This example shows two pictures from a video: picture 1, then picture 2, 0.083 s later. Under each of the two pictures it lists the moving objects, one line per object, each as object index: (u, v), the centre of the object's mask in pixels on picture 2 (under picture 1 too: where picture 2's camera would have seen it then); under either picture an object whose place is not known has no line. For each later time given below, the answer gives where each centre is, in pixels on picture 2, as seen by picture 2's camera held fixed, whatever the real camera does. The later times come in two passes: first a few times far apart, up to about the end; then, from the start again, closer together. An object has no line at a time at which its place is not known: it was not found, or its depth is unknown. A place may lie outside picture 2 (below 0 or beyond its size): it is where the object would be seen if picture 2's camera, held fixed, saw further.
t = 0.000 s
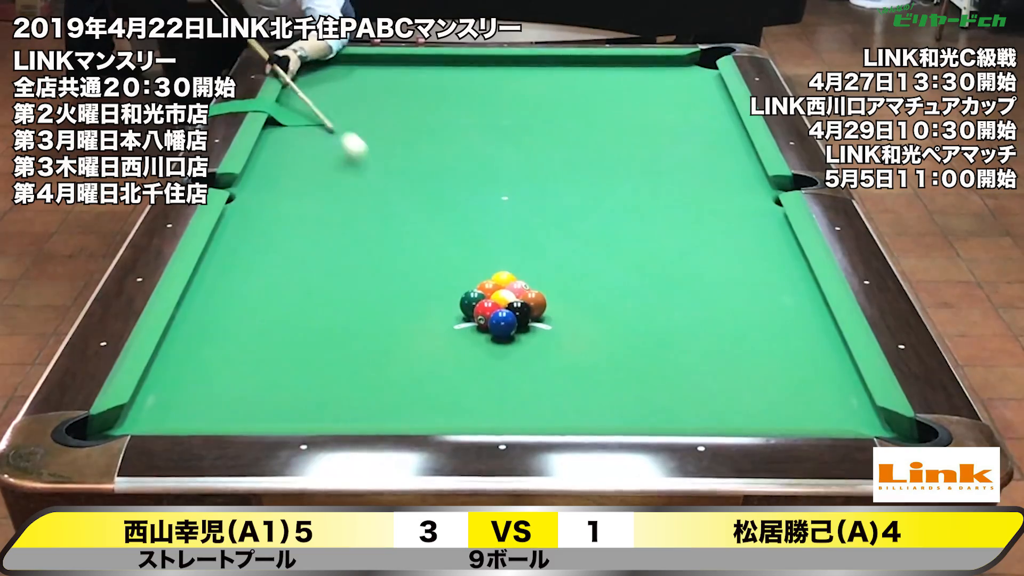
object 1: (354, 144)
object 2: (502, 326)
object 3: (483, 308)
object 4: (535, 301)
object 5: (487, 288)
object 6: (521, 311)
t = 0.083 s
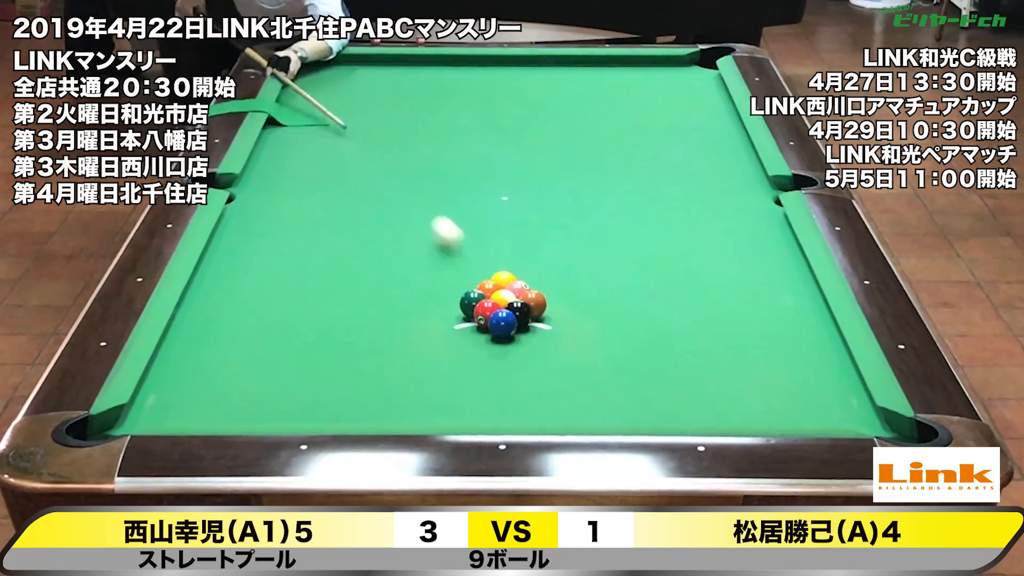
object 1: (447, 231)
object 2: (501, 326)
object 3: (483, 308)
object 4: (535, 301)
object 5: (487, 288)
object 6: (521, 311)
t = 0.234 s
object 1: (455, 272)
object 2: (436, 389)
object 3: (445, 342)
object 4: (817, 374)
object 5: (478, 293)
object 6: (527, 329)
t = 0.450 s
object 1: (395, 265)
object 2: (354, 400)
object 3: (388, 366)
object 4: (595, 412)
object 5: (461, 290)
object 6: (543, 354)
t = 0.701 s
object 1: (329, 258)
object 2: (243, 416)
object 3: (364, 333)
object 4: (347, 373)
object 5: (443, 288)
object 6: (562, 384)
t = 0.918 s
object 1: (275, 252)
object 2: (172, 413)
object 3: (342, 313)
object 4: (184, 341)
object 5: (430, 286)
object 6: (580, 411)
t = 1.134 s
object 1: (222, 246)
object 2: (147, 414)
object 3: (339, 290)
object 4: (297, 301)
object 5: (417, 285)
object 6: (592, 410)
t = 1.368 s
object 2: (170, 416)
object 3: (407, 253)
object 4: (314, 281)
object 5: (406, 284)
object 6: (601, 393)
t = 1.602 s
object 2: (184, 414)
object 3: (462, 221)
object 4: (334, 261)
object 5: (396, 283)
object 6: (608, 377)
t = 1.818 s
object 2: (194, 411)
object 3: (442, 206)
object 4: (351, 246)
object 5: (388, 283)
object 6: (615, 362)
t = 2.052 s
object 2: (205, 409)
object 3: (416, 193)
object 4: (368, 230)
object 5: (382, 282)
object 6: (621, 349)
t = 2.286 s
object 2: (213, 407)
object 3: (392, 181)
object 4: (383, 216)
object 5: (378, 282)
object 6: (626, 336)
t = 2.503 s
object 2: (219, 405)
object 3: (370, 167)
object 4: (396, 204)
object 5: (375, 283)
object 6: (631, 325)
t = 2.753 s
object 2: (224, 402)
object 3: (350, 160)
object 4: (411, 191)
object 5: (374, 284)
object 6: (635, 315)
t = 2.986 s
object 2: (228, 401)
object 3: (332, 150)
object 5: (374, 284)
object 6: (638, 306)
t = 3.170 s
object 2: (229, 400)
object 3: (319, 143)
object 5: (375, 283)
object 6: (640, 299)
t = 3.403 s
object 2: (229, 400)
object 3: (303, 135)
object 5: (375, 283)
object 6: (643, 292)
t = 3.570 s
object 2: (229, 400)
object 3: (293, 130)
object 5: (375, 283)
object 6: (645, 288)
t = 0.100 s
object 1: (469, 253)
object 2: (501, 326)
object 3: (483, 308)
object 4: (535, 301)
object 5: (487, 288)
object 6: (521, 311)
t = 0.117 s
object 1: (487, 269)
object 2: (501, 327)
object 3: (483, 308)
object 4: (536, 301)
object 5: (487, 288)
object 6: (521, 311)
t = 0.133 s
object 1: (485, 272)
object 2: (492, 336)
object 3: (477, 313)
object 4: (572, 314)
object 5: (484, 290)
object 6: (519, 317)
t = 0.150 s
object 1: (479, 272)
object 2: (483, 343)
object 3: (471, 317)
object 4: (612, 323)
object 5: (483, 293)
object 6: (521, 319)
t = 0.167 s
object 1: (473, 273)
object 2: (474, 354)
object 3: (465, 323)
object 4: (650, 332)
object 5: (482, 293)
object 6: (521, 321)
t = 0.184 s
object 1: (468, 273)
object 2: (465, 363)
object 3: (461, 330)
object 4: (691, 343)
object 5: (481, 294)
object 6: (522, 322)
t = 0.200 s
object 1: (464, 273)
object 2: (455, 372)
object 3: (456, 334)
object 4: (733, 353)
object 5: (480, 293)
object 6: (524, 325)
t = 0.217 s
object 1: (460, 273)
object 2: (446, 381)
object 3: (450, 338)
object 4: (774, 363)
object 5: (479, 293)
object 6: (526, 327)
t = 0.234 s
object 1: (455, 272)
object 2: (436, 389)
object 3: (445, 342)
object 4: (817, 374)
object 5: (478, 293)
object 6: (527, 329)
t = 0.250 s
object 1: (450, 271)
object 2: (426, 400)
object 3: (439, 345)
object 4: (852, 385)
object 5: (477, 293)
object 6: (528, 331)
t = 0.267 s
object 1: (445, 271)
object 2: (417, 407)
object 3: (434, 349)
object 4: (833, 390)
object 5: (476, 293)
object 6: (529, 333)
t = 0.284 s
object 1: (441, 271)
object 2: (408, 413)
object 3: (428, 353)
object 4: (810, 395)
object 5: (474, 293)
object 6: (531, 335)
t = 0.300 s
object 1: (436, 270)
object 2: (399, 416)
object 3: (423, 356)
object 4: (786, 399)
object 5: (473, 292)
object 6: (532, 336)
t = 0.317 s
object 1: (432, 270)
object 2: (396, 413)
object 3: (418, 359)
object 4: (764, 404)
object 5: (472, 292)
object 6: (533, 338)
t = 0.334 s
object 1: (427, 269)
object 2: (392, 410)
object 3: (412, 363)
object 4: (741, 407)
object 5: (470, 292)
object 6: (534, 340)
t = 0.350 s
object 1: (422, 269)
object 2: (388, 406)
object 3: (407, 366)
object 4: (719, 411)
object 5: (469, 291)
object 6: (535, 343)
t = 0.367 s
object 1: (418, 268)
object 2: (385, 401)
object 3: (401, 369)
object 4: (696, 413)
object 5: (468, 291)
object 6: (536, 344)
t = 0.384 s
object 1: (413, 267)
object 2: (382, 395)
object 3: (397, 372)
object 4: (675, 415)
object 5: (467, 291)
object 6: (538, 346)
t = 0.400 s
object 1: (409, 267)
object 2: (379, 392)
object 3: (393, 373)
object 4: (653, 416)
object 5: (465, 291)
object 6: (539, 349)
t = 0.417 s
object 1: (404, 266)
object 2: (371, 394)
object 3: (391, 372)
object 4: (633, 415)
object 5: (464, 291)
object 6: (540, 351)
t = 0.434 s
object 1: (400, 266)
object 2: (362, 397)
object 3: (389, 369)
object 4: (614, 413)
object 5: (463, 291)
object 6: (541, 352)
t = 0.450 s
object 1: (395, 265)
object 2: (354, 400)
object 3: (388, 366)
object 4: (595, 412)
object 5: (461, 290)
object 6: (543, 354)
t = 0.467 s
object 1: (391, 265)
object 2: (346, 403)
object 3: (386, 362)
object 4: (577, 409)
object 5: (460, 290)
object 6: (544, 356)
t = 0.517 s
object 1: (377, 263)
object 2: (322, 408)
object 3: (383, 354)
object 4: (525, 403)
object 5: (456, 290)
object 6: (548, 362)
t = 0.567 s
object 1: (364, 262)
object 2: (300, 412)
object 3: (378, 347)
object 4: (475, 393)
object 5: (453, 289)
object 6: (552, 368)
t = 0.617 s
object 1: (351, 260)
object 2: (278, 413)
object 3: (373, 341)
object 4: (427, 386)
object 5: (449, 289)
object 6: (556, 374)
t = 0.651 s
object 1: (342, 259)
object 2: (264, 414)
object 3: (369, 338)
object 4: (394, 381)
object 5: (447, 288)
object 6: (558, 378)
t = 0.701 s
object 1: (329, 258)
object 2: (243, 416)
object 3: (364, 333)
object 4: (347, 373)
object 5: (443, 288)
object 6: (562, 384)
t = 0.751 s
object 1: (316, 256)
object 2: (226, 415)
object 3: (359, 328)
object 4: (302, 366)
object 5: (440, 287)
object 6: (566, 390)
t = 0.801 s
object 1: (304, 255)
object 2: (210, 414)
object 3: (354, 323)
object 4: (255, 359)
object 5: (437, 287)
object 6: (570, 397)
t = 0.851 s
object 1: (291, 254)
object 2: (193, 414)
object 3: (349, 319)
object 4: (211, 352)
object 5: (434, 287)
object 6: (574, 403)
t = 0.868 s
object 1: (287, 253)
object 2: (188, 413)
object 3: (347, 317)
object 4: (196, 350)
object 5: (433, 286)
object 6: (576, 405)
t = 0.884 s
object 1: (283, 253)
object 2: (183, 413)
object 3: (345, 315)
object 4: (181, 348)
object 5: (432, 286)
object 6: (577, 407)
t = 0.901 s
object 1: (279, 252)
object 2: (177, 413)
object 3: (344, 314)
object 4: (172, 345)
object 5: (431, 286)
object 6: (579, 408)
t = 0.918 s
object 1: (275, 252)
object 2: (172, 413)
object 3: (342, 313)
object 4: (184, 341)
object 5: (430, 286)
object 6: (580, 411)
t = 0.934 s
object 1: (270, 251)
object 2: (167, 413)
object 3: (341, 311)
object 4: (197, 338)
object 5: (429, 286)
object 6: (581, 411)
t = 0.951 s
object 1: (267, 251)
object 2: (161, 413)
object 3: (339, 310)
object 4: (208, 334)
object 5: (428, 286)
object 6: (583, 413)
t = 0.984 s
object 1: (258, 250)
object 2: (151, 412)
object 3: (336, 307)
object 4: (231, 327)
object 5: (425, 286)
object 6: (586, 415)
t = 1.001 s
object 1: (254, 249)
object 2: (145, 412)
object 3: (334, 305)
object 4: (242, 324)
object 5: (425, 286)
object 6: (587, 416)
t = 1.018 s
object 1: (250, 249)
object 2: (140, 413)
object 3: (333, 304)
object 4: (251, 319)
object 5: (424, 285)
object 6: (588, 417)
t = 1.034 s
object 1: (246, 248)
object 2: (136, 413)
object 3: (331, 302)
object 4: (261, 316)
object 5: (423, 285)
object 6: (588, 415)
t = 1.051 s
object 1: (242, 248)
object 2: (139, 413)
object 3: (330, 301)
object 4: (270, 313)
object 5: (422, 285)
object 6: (589, 415)
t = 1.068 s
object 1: (238, 247)
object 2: (140, 413)
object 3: (328, 300)
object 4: (280, 310)
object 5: (421, 285)
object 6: (590, 414)
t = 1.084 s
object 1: (234, 247)
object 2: (143, 414)
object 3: (327, 298)
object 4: (289, 306)
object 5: (420, 285)
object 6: (591, 413)
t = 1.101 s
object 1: (230, 247)
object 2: (144, 414)
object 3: (325, 297)
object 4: (297, 303)
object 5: (419, 285)
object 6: (591, 412)
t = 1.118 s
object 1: (226, 246)
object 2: (146, 414)
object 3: (332, 294)
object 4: (298, 302)
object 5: (418, 285)
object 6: (592, 411)
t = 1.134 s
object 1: (222, 246)
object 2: (147, 414)
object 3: (339, 290)
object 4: (297, 301)
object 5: (417, 285)
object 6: (592, 410)
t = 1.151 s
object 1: (219, 246)
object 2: (149, 415)
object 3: (346, 287)
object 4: (297, 300)
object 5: (416, 285)
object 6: (593, 410)
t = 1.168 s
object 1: (221, 244)
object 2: (151, 415)
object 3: (352, 284)
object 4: (297, 298)
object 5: (415, 285)
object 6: (594, 409)
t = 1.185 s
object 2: (152, 415)
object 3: (358, 281)
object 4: (298, 297)
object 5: (415, 285)
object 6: (594, 408)
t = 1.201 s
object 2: (154, 415)
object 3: (363, 278)
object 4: (299, 296)
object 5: (414, 285)
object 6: (595, 407)
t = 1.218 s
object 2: (156, 416)
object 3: (368, 275)
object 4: (300, 294)
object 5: (413, 284)
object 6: (596, 406)
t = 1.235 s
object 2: (157, 415)
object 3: (373, 272)
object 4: (302, 293)
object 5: (412, 284)
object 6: (597, 404)
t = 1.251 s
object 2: (159, 416)
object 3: (377, 270)
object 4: (303, 291)
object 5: (411, 284)
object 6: (597, 403)
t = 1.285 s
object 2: (162, 416)
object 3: (386, 265)
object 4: (307, 288)
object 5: (409, 284)
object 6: (598, 400)
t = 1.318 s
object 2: (166, 416)
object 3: (394, 260)
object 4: (309, 285)
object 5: (408, 284)
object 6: (599, 397)
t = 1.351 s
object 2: (169, 416)
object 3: (403, 255)
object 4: (313, 282)
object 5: (407, 284)
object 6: (600, 395)
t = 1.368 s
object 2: (170, 416)
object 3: (407, 253)
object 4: (314, 281)
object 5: (406, 284)
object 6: (601, 393)
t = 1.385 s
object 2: (171, 416)
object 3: (411, 250)
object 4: (316, 279)
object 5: (405, 284)
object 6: (601, 392)
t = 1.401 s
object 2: (172, 415)
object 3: (415, 248)
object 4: (317, 278)
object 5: (404, 283)
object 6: (602, 391)
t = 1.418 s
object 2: (173, 415)
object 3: (419, 246)
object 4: (319, 277)
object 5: (404, 283)
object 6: (603, 390)
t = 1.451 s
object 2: (175, 415)
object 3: (428, 241)
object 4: (321, 273)
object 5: (402, 284)
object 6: (604, 387)
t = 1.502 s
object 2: (178, 414)
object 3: (439, 234)
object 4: (326, 270)
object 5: (400, 284)
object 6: (605, 384)
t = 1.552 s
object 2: (181, 414)
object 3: (451, 227)
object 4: (330, 265)
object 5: (398, 283)
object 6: (607, 381)
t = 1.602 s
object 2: (184, 414)
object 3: (462, 221)
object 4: (334, 261)
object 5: (396, 283)
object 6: (608, 377)
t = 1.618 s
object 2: (184, 413)
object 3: (465, 219)
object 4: (335, 260)
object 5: (395, 283)
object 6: (609, 375)
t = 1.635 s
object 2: (185, 413)
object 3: (468, 217)
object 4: (337, 259)
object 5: (395, 283)
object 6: (609, 374)
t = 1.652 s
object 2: (186, 413)
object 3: (465, 215)
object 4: (338, 258)
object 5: (394, 283)
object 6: (610, 373)
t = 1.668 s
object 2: (187, 413)
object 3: (462, 215)
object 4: (339, 257)
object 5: (394, 283)
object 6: (610, 372)
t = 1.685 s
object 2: (188, 412)
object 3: (459, 214)
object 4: (341, 255)
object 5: (393, 283)
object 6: (611, 371)
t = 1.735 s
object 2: (190, 412)
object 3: (451, 211)
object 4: (344, 251)
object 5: (391, 283)
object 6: (612, 368)
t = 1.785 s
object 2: (193, 412)
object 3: (445, 208)
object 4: (348, 248)
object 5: (390, 283)
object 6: (614, 365)
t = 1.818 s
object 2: (194, 411)
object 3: (442, 206)
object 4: (351, 246)
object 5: (388, 283)
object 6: (615, 362)
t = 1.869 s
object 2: (197, 411)
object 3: (436, 203)
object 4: (355, 242)
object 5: (387, 284)
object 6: (616, 359)
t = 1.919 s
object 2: (199, 410)
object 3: (430, 199)
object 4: (358, 239)
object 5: (385, 284)
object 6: (617, 356)
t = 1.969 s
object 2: (201, 410)
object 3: (425, 198)
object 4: (362, 236)
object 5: (384, 283)
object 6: (618, 354)
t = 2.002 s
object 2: (203, 409)
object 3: (421, 196)
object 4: (364, 234)
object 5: (383, 283)
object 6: (619, 351)
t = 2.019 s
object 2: (203, 409)
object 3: (419, 195)
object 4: (365, 232)
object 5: (383, 283)
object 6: (620, 350)
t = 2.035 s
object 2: (204, 409)
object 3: (418, 194)
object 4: (367, 231)
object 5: (383, 283)
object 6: (620, 350)
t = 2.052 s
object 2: (205, 409)
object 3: (416, 193)
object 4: (368, 230)
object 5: (382, 282)
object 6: (621, 349)
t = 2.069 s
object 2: (205, 409)
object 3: (414, 193)
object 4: (369, 229)
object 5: (382, 283)
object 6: (621, 348)
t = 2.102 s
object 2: (207, 409)
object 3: (411, 191)
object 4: (371, 227)
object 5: (381, 282)
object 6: (622, 346)
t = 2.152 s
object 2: (208, 408)
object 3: (406, 188)
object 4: (375, 224)
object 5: (380, 282)
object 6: (623, 343)
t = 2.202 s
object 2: (210, 408)
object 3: (401, 185)
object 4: (378, 221)
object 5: (379, 282)
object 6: (624, 341)
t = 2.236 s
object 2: (211, 407)
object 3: (397, 184)
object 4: (380, 219)
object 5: (379, 282)
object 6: (625, 339)
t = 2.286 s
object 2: (213, 407)
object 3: (392, 181)
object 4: (383, 216)
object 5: (378, 282)
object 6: (626, 336)
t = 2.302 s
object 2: (213, 407)
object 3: (391, 180)
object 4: (384, 215)
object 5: (377, 282)
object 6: (626, 335)
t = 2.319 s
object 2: (214, 407)
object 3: (389, 180)
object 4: (385, 214)
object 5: (377, 282)
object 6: (627, 334)
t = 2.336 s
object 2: (214, 407)
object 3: (388, 179)
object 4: (386, 213)
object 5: (377, 282)
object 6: (627, 333)
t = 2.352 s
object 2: (215, 406)
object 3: (386, 178)
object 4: (387, 212)
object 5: (377, 282)
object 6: (627, 332)
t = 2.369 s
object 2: (215, 406)
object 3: (385, 176)
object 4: (388, 211)
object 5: (376, 282)
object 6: (628, 332)
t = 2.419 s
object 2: (217, 405)
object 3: (382, 171)
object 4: (392, 208)
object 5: (376, 282)
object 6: (629, 330)
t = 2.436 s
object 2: (217, 406)
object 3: (380, 169)
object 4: (393, 207)
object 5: (375, 283)
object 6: (629, 329)
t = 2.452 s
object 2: (218, 405)
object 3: (378, 168)
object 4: (394, 207)
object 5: (375, 282)
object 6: (629, 328)
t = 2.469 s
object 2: (218, 405)
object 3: (375, 167)
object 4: (395, 206)
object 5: (375, 283)
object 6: (630, 327)
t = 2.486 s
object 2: (218, 405)
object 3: (371, 166)
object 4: (396, 205)
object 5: (375, 283)
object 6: (630, 327)
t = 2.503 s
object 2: (219, 405)
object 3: (370, 167)
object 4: (396, 204)
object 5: (375, 283)
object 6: (631, 325)
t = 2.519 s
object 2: (219, 405)
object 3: (368, 168)
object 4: (398, 203)
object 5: (374, 283)
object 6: (631, 325)
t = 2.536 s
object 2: (220, 405)
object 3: (368, 167)
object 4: (399, 202)
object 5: (374, 283)
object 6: (631, 325)
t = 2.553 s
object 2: (220, 405)
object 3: (366, 169)
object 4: (400, 202)
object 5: (374, 284)
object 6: (631, 324)
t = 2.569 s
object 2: (220, 404)
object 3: (365, 167)
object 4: (401, 200)
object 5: (374, 283)
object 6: (632, 322)
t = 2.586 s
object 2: (221, 404)
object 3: (364, 167)
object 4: (402, 200)
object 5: (374, 283)
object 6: (632, 322)
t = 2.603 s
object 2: (222, 404)
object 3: (363, 167)
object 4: (403, 199)
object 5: (374, 284)
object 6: (632, 321)
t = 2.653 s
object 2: (222, 404)
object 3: (358, 165)
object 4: (405, 196)
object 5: (374, 284)
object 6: (633, 319)
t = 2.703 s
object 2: (223, 403)
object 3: (354, 162)
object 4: (409, 194)
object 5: (374, 284)
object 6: (634, 317)
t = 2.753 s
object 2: (224, 402)
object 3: (350, 160)
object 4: (411, 191)
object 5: (374, 284)
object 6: (635, 315)
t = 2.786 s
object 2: (225, 402)
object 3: (348, 159)
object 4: (413, 190)
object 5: (374, 284)
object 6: (635, 313)
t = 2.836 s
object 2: (226, 402)
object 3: (344, 156)
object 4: (416, 187)
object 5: (374, 284)
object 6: (636, 311)
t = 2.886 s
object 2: (226, 402)
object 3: (340, 155)
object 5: (374, 284)
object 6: (637, 310)
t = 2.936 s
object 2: (227, 401)
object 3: (336, 152)
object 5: (374, 284)
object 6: (637, 308)
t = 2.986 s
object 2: (228, 401)
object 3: (332, 150)
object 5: (374, 284)
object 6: (638, 306)
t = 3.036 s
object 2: (228, 401)
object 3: (328, 149)
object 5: (374, 283)
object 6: (639, 304)
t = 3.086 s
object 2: (228, 401)
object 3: (325, 147)
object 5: (375, 283)
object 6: (639, 302)
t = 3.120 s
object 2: (228, 400)
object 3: (322, 145)
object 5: (375, 283)
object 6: (640, 301)
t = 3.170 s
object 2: (229, 400)
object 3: (319, 143)
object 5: (375, 283)
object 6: (640, 299)
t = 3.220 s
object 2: (229, 400)
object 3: (315, 142)
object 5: (375, 283)
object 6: (641, 298)
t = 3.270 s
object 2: (229, 400)
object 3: (312, 140)
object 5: (375, 283)
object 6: (641, 296)
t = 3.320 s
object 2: (229, 400)
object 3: (309, 138)
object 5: (375, 283)
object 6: (642, 295)
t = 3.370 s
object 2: (229, 400)
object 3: (305, 136)
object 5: (375, 283)
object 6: (642, 293)
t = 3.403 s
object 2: (229, 400)
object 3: (303, 135)
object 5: (375, 283)
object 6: (643, 292)
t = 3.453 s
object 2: (229, 400)
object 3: (300, 133)
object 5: (375, 283)
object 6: (644, 291)
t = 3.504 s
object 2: (229, 400)
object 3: (297, 132)
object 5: (375, 283)
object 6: (644, 290)
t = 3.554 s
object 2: (229, 400)
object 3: (294, 130)
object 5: (375, 283)
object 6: (645, 288)
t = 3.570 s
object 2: (229, 400)
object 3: (293, 130)
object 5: (375, 283)
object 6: (645, 288)
